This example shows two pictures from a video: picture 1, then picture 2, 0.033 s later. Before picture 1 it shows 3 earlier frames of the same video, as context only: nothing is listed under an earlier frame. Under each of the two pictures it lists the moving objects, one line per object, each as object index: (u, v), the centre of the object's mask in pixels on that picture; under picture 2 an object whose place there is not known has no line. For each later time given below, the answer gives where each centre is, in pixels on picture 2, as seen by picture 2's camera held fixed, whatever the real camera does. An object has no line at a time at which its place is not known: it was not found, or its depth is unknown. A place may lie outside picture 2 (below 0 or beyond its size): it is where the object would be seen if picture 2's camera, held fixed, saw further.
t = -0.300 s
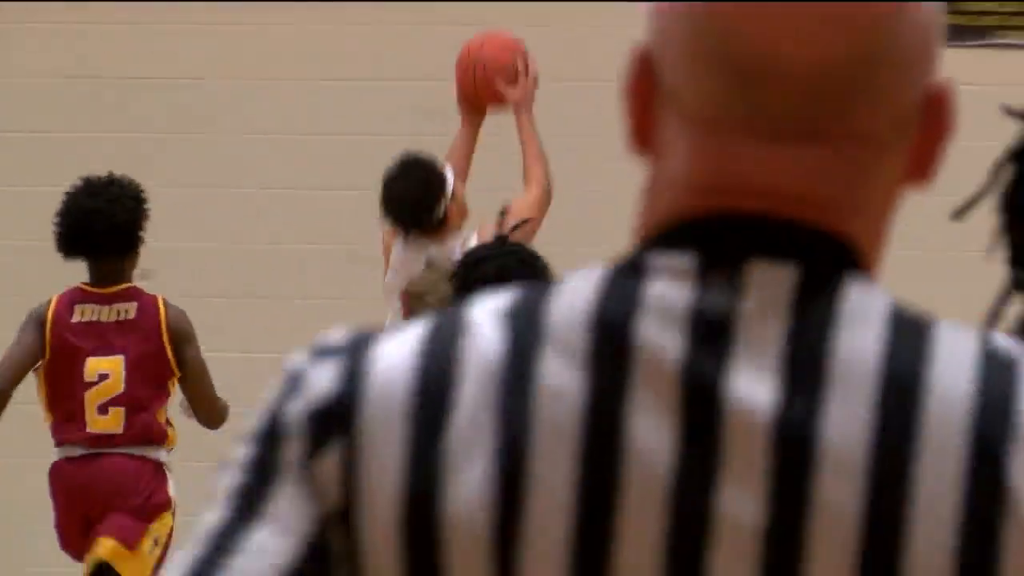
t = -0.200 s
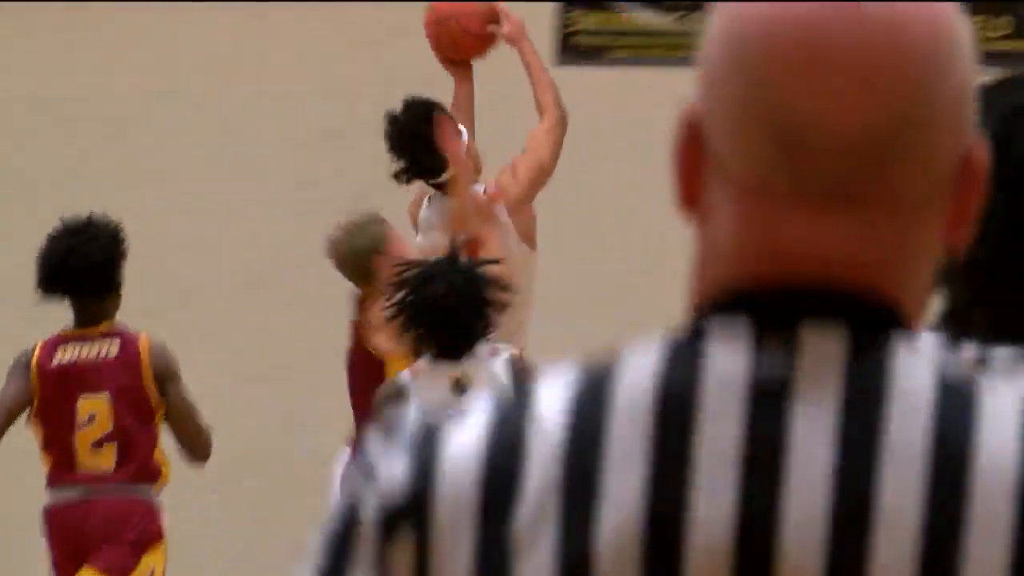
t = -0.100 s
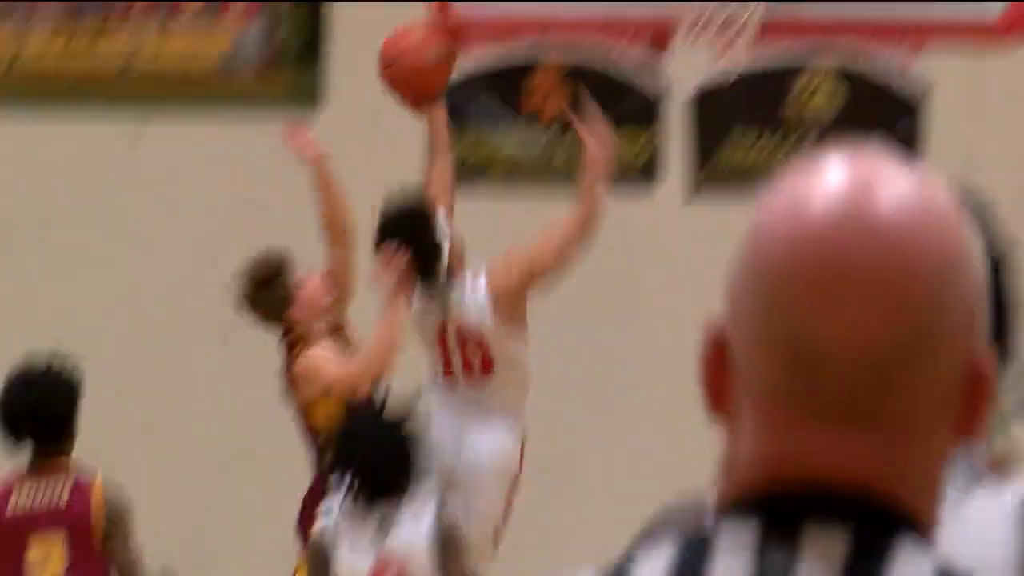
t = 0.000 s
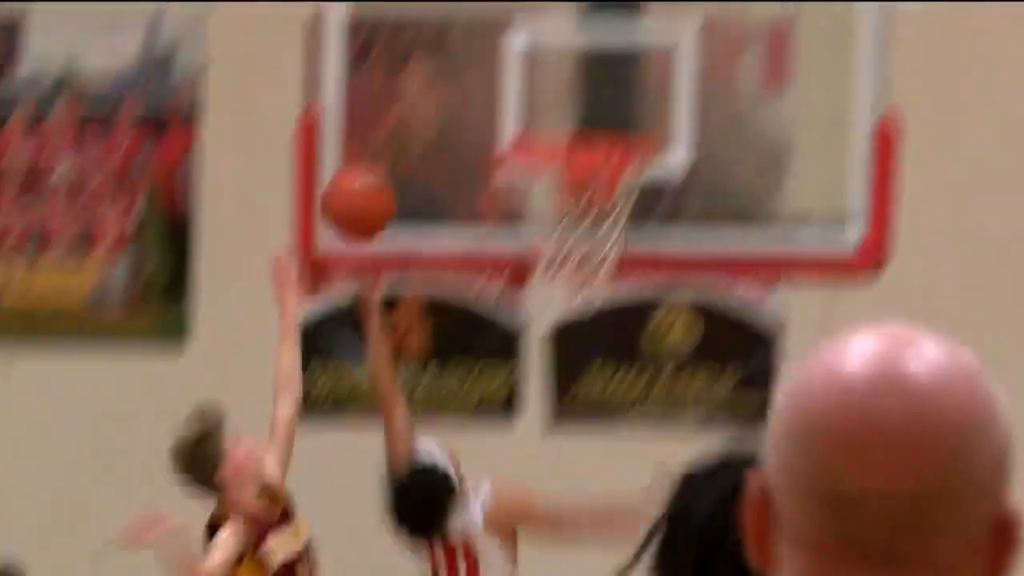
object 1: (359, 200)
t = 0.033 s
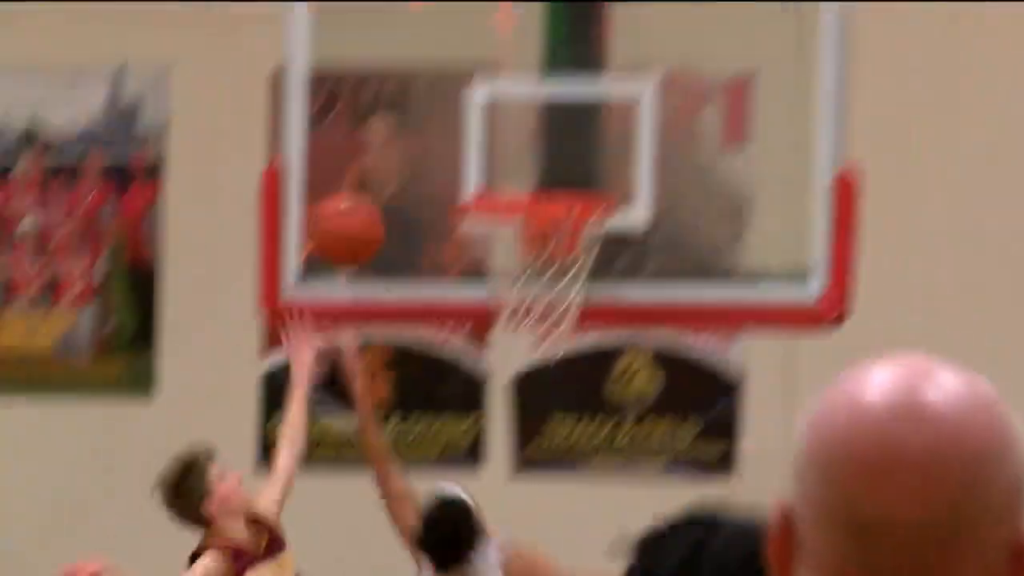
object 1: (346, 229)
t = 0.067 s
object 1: (370, 208)
